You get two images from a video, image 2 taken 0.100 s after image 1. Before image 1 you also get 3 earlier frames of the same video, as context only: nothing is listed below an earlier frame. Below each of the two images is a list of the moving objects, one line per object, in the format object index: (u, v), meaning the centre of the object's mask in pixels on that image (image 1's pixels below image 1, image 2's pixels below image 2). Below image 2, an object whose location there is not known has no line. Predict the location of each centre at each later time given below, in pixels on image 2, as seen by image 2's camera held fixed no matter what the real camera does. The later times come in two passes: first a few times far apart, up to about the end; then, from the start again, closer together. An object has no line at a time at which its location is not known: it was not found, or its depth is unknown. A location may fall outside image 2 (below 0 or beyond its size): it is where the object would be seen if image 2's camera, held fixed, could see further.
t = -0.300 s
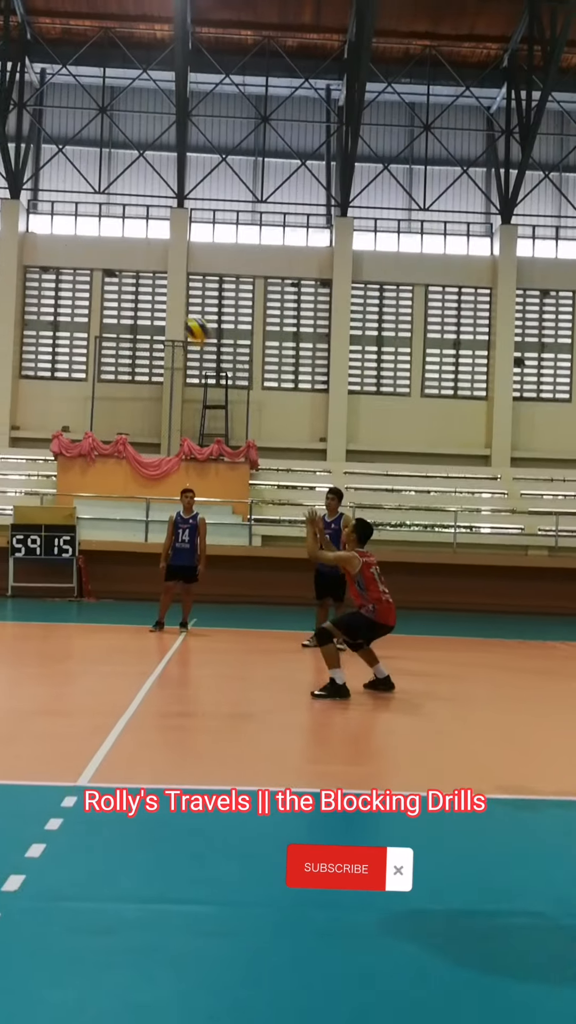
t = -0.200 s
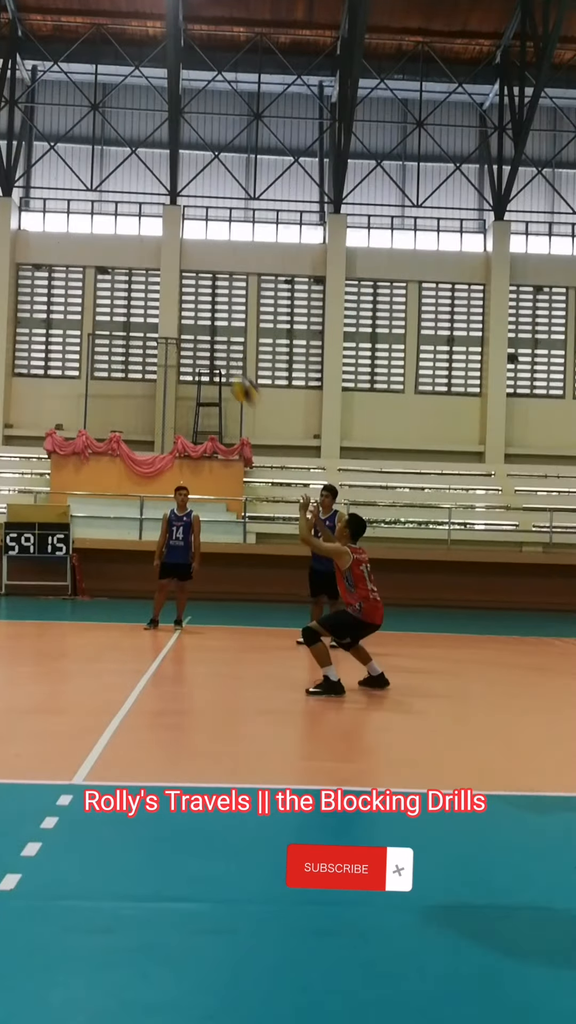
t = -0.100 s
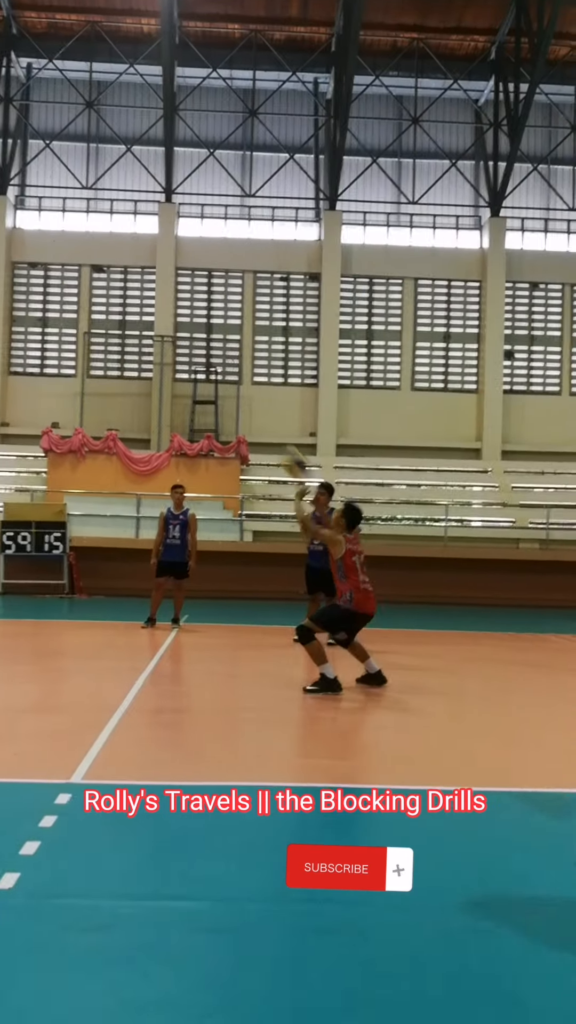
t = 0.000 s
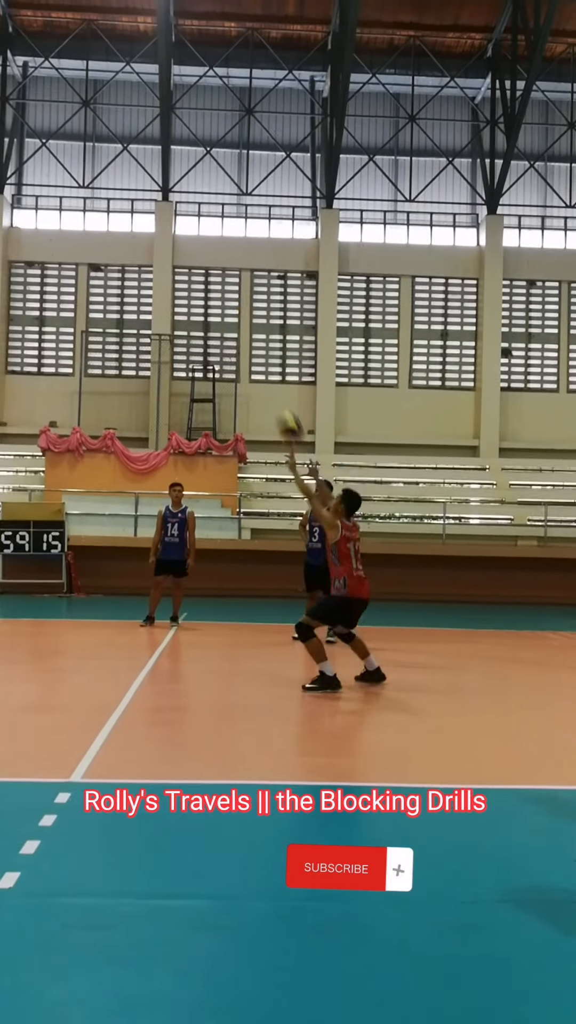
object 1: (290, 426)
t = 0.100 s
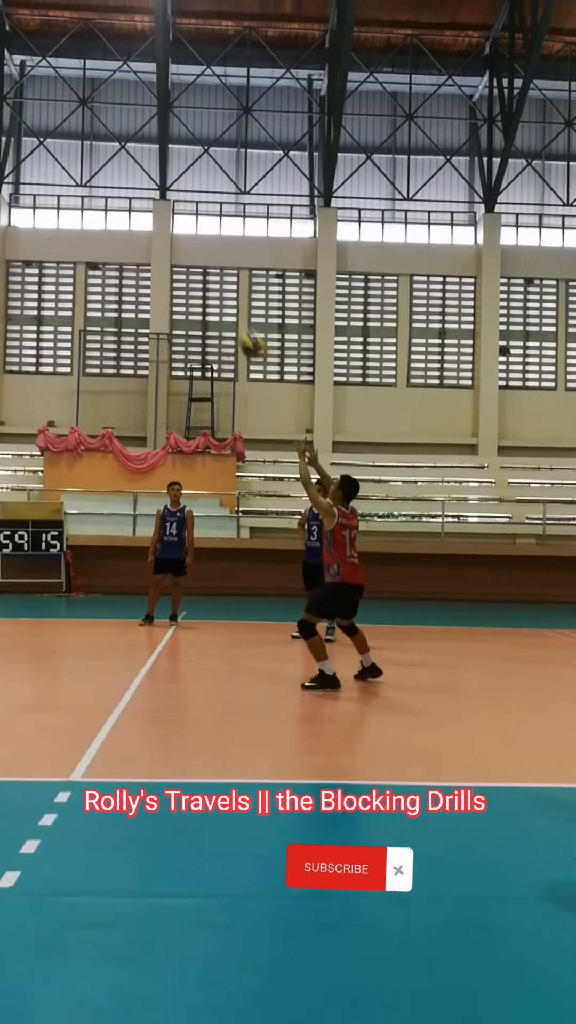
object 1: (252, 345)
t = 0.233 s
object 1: (206, 262)
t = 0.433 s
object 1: (140, 194)
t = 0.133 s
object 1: (241, 322)
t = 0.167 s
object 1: (228, 300)
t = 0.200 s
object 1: (215, 280)
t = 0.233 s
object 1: (206, 262)
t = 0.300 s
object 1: (183, 236)
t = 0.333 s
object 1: (171, 221)
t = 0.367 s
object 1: (162, 211)
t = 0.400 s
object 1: (151, 202)
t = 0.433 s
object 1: (140, 194)
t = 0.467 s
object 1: (131, 188)
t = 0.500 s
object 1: (122, 182)
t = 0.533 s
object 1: (112, 178)
